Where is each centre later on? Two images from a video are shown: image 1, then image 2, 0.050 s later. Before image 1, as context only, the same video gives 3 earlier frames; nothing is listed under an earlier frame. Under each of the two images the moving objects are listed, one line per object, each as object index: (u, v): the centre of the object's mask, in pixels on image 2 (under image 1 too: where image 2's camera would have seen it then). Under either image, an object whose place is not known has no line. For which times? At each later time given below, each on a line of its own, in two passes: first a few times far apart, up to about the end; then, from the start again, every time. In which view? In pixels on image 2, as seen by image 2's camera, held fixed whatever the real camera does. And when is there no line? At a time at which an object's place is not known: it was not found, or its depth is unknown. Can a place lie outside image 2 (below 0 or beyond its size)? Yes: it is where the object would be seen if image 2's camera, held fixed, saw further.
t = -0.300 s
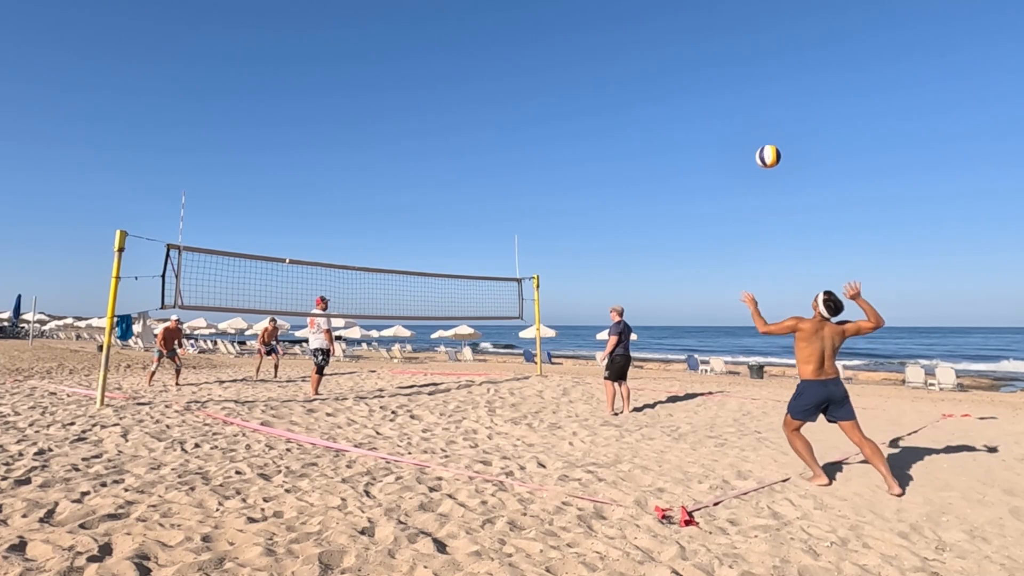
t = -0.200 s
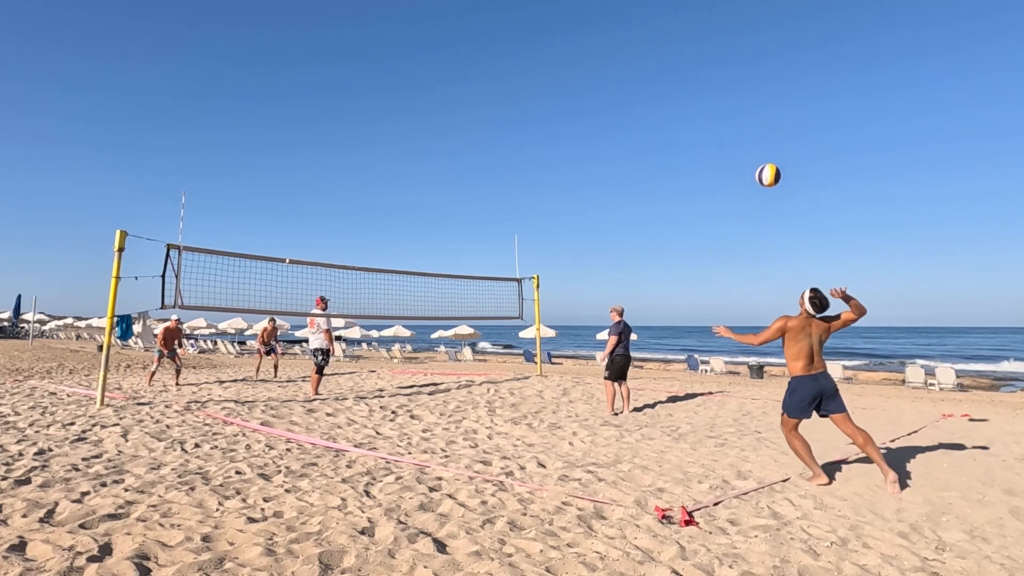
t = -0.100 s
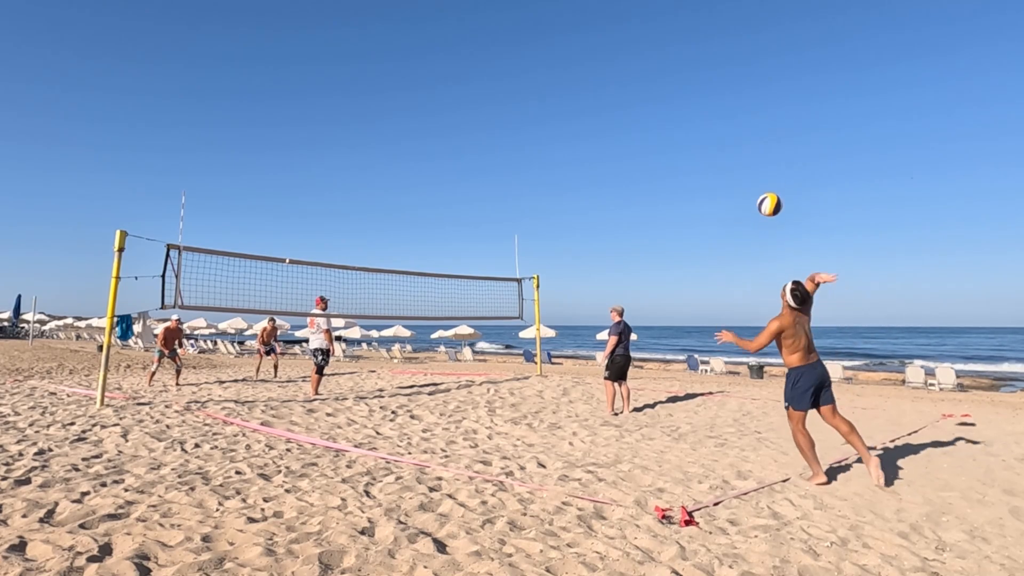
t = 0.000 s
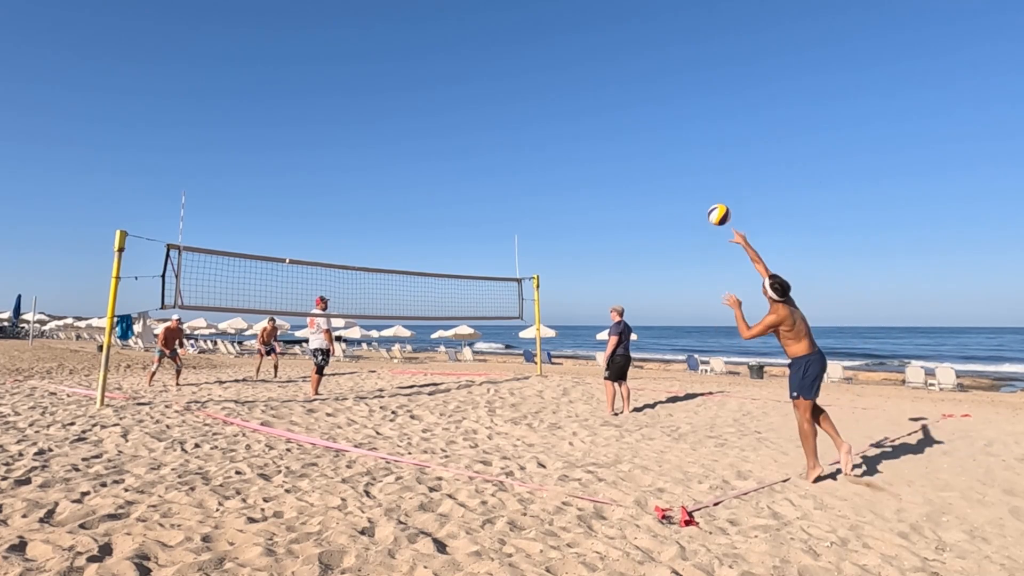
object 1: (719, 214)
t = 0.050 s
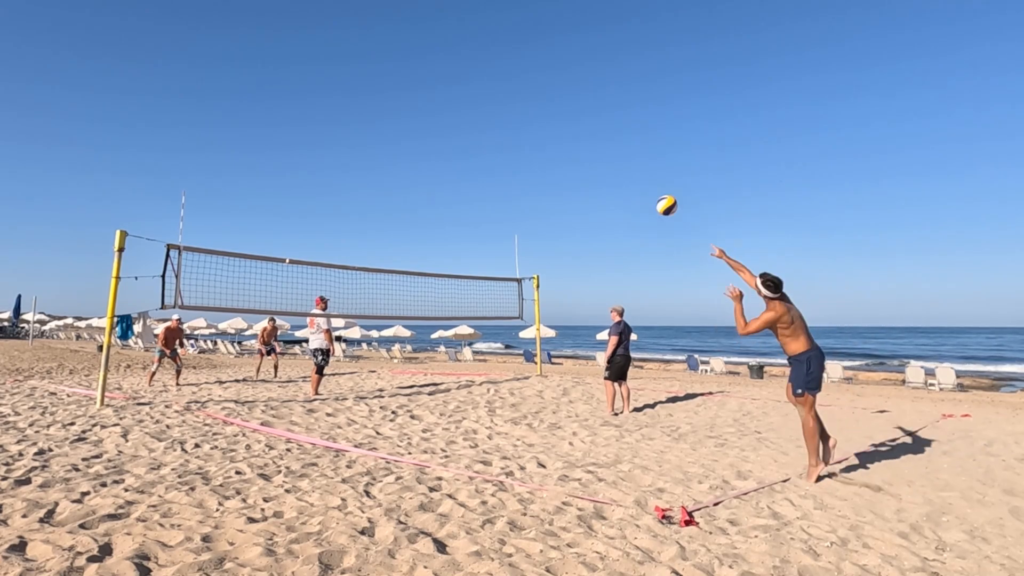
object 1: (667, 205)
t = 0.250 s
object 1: (520, 199)
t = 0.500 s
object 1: (411, 222)
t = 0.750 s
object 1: (344, 267)
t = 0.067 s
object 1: (651, 203)
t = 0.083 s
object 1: (636, 201)
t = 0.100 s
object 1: (622, 200)
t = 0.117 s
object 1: (608, 198)
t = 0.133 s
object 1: (595, 198)
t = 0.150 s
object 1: (583, 197)
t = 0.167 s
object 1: (571, 197)
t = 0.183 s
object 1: (560, 197)
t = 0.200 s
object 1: (550, 197)
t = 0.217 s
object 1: (539, 197)
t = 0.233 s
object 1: (530, 198)
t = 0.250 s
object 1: (520, 199)
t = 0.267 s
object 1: (511, 199)
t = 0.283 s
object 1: (502, 200)
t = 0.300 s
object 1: (494, 201)
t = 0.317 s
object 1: (486, 202)
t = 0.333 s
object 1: (478, 203)
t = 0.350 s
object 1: (470, 205)
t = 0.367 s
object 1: (463, 206)
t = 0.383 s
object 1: (456, 208)
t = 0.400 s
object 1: (449, 210)
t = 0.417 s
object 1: (442, 212)
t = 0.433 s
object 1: (435, 214)
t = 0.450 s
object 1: (429, 216)
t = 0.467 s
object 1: (423, 218)
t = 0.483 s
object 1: (417, 220)
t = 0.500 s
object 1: (411, 222)
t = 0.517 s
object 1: (405, 225)
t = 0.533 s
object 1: (400, 227)
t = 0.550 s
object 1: (395, 229)
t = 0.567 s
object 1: (390, 232)
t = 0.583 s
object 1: (385, 235)
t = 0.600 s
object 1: (380, 238)
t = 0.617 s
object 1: (375, 241)
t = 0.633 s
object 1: (371, 243)
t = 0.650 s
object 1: (367, 247)
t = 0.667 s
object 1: (363, 250)
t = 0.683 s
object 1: (359, 253)
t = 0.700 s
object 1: (355, 256)
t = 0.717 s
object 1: (351, 260)
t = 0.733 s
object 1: (347, 262)
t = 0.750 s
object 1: (344, 267)
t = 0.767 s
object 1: (339, 272)
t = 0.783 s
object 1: (336, 274)
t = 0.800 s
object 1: (333, 278)
